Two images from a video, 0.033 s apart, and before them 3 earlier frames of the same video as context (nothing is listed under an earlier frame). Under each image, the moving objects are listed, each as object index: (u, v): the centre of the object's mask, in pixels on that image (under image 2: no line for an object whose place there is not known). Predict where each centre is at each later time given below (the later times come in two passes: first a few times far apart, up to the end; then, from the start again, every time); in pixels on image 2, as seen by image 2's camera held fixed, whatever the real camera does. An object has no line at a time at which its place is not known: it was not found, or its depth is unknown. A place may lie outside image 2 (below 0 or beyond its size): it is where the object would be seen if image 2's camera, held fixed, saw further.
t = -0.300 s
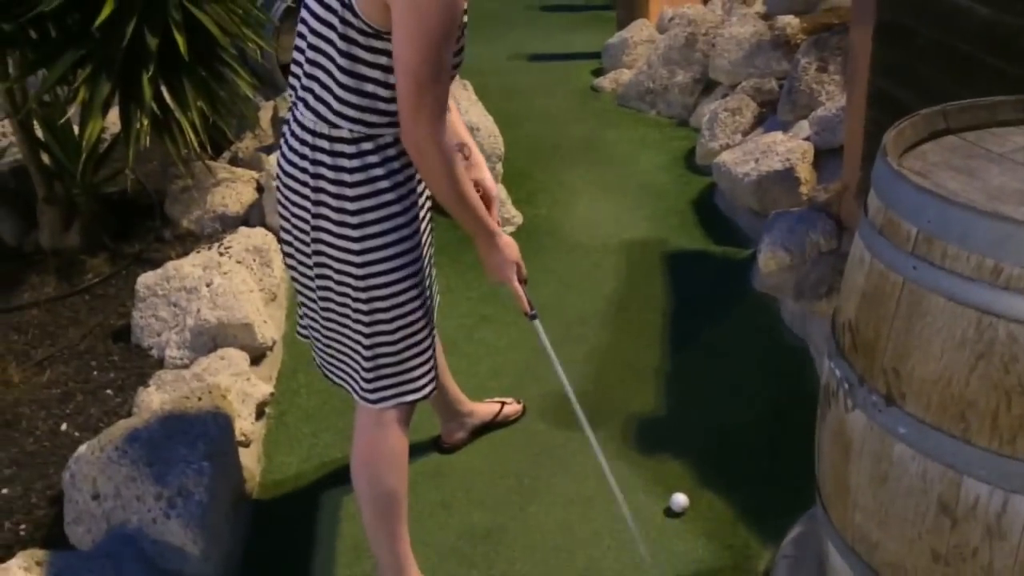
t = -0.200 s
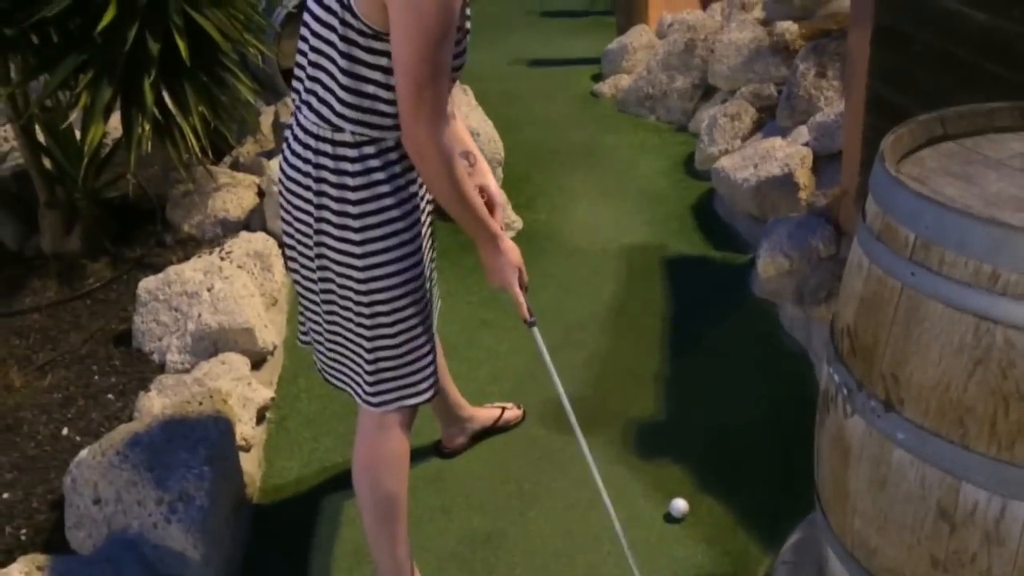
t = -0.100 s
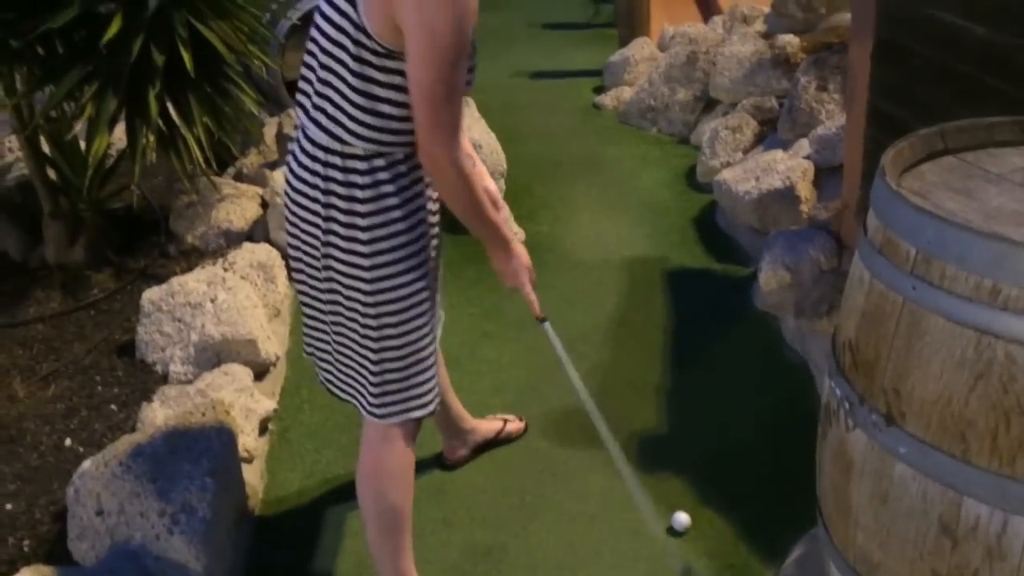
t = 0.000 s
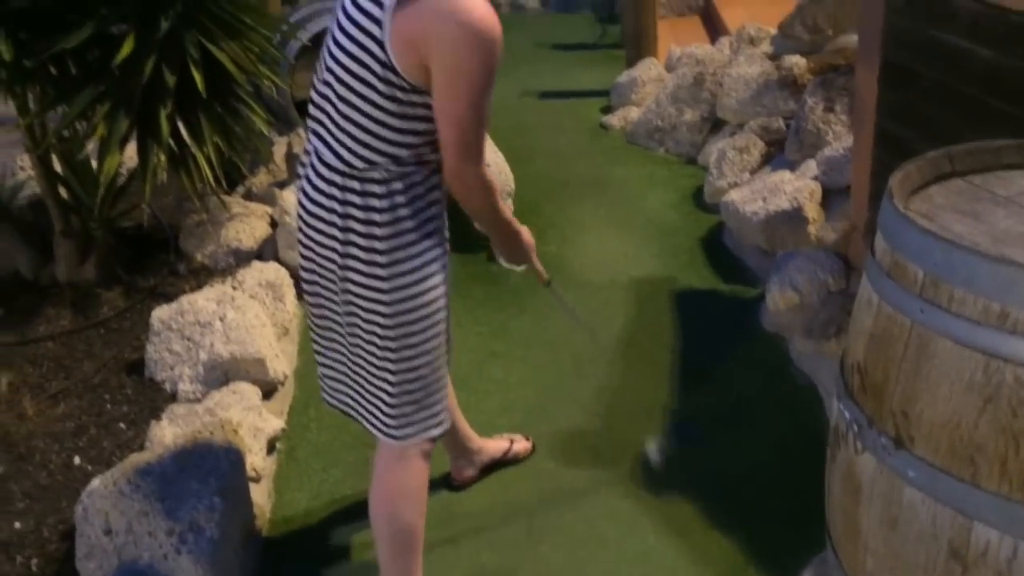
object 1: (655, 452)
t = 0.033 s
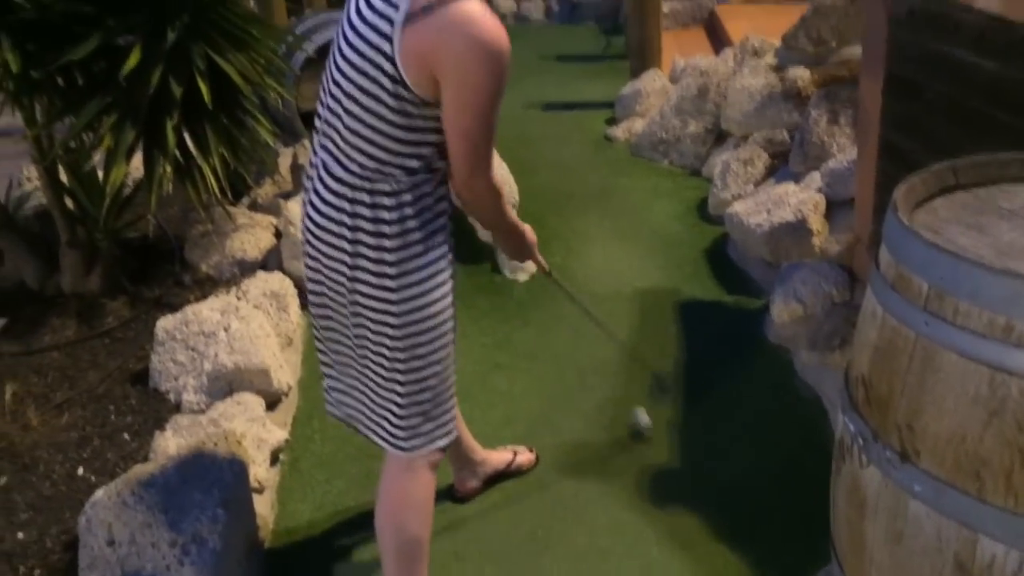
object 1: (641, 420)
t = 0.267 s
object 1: (578, 231)
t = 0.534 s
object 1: (552, 134)
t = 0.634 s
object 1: (546, 107)
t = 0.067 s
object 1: (626, 384)
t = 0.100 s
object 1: (616, 353)
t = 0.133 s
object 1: (604, 326)
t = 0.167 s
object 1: (595, 299)
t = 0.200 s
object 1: (588, 275)
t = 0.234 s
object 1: (582, 254)
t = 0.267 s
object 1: (578, 231)
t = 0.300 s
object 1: (573, 216)
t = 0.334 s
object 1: (569, 202)
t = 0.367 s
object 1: (566, 186)
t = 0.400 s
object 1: (563, 174)
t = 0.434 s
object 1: (560, 165)
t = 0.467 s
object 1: (558, 152)
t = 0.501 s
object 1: (555, 142)
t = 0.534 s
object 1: (552, 134)
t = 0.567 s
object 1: (551, 123)
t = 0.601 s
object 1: (549, 113)
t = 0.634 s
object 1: (546, 107)
